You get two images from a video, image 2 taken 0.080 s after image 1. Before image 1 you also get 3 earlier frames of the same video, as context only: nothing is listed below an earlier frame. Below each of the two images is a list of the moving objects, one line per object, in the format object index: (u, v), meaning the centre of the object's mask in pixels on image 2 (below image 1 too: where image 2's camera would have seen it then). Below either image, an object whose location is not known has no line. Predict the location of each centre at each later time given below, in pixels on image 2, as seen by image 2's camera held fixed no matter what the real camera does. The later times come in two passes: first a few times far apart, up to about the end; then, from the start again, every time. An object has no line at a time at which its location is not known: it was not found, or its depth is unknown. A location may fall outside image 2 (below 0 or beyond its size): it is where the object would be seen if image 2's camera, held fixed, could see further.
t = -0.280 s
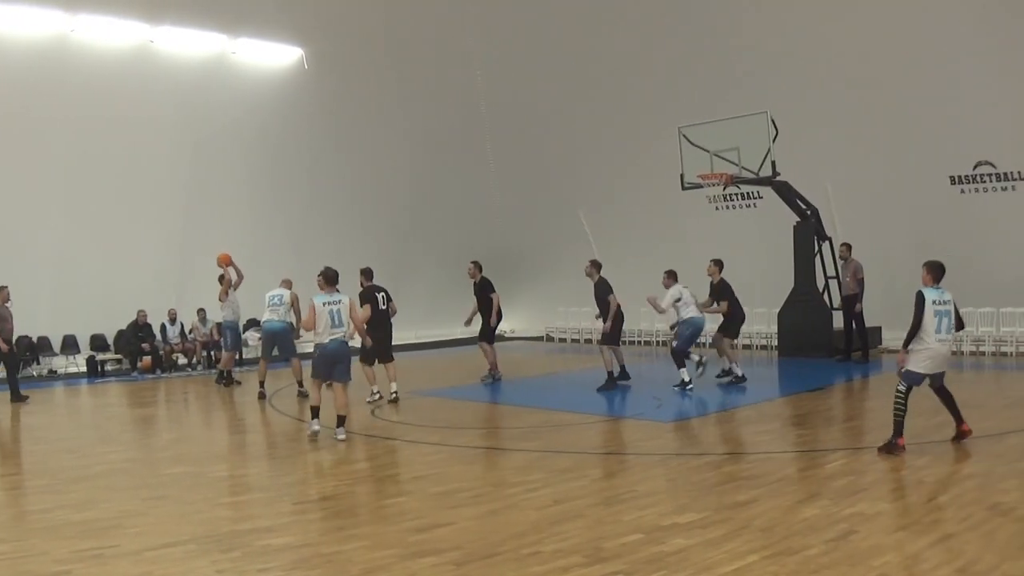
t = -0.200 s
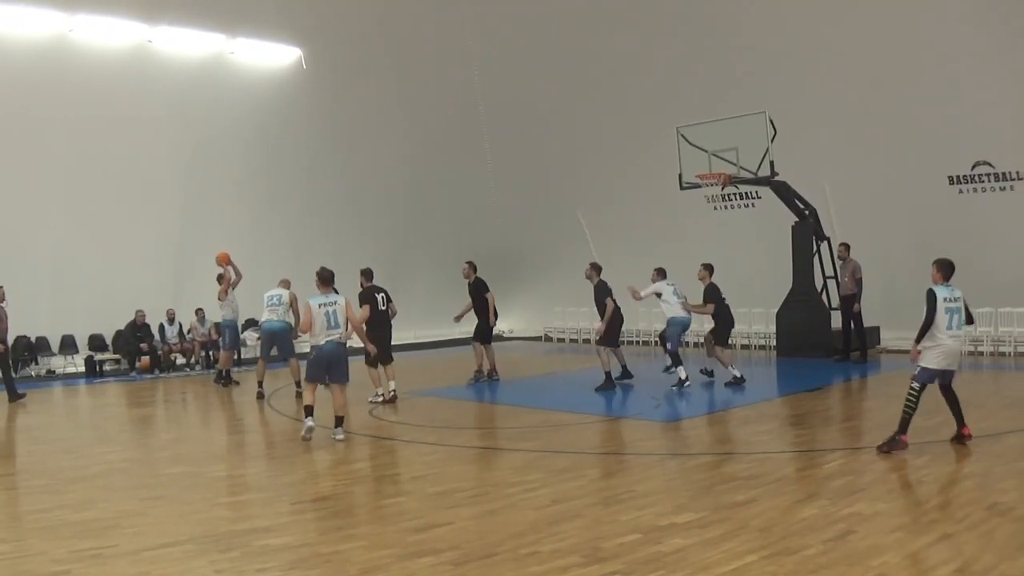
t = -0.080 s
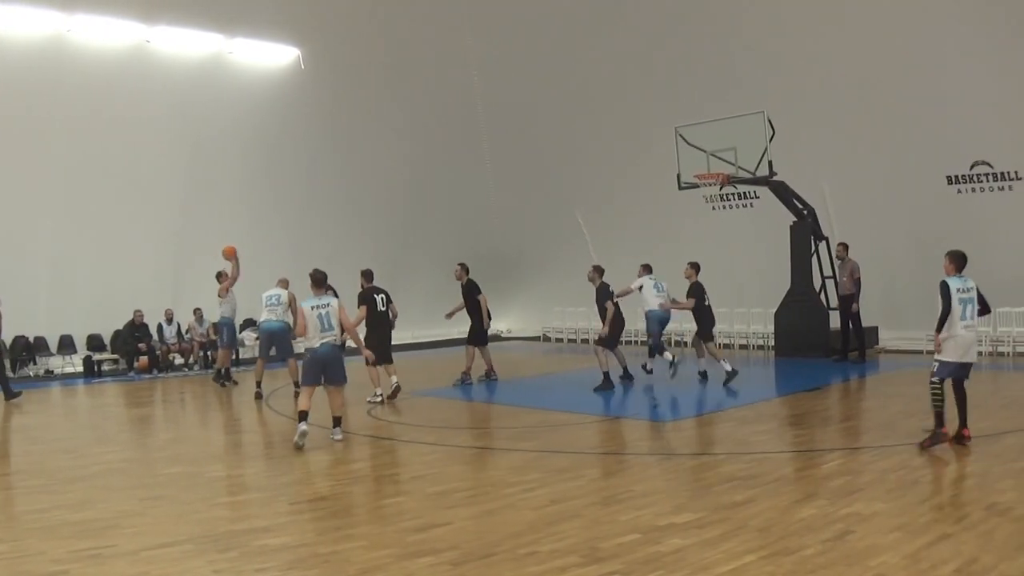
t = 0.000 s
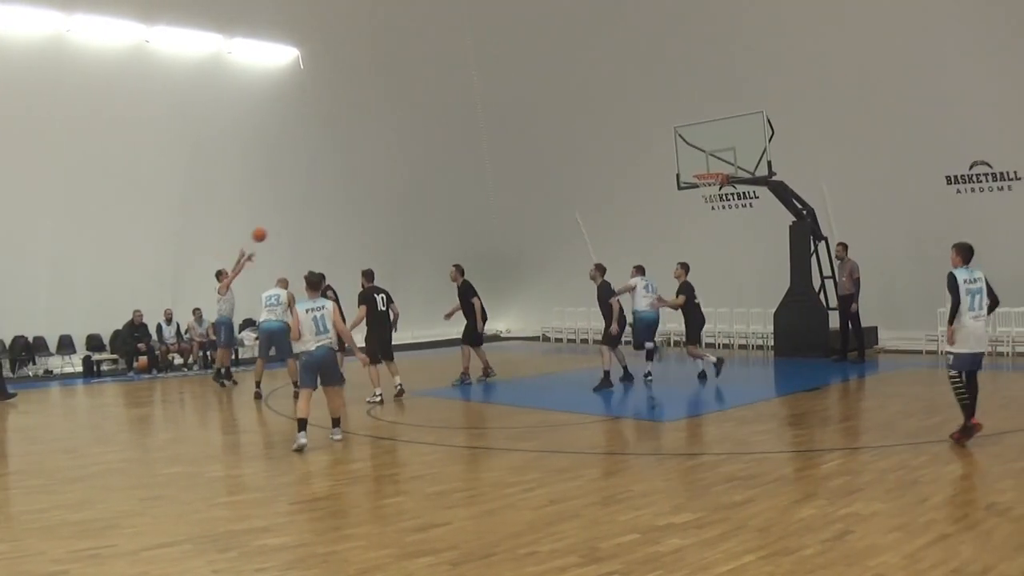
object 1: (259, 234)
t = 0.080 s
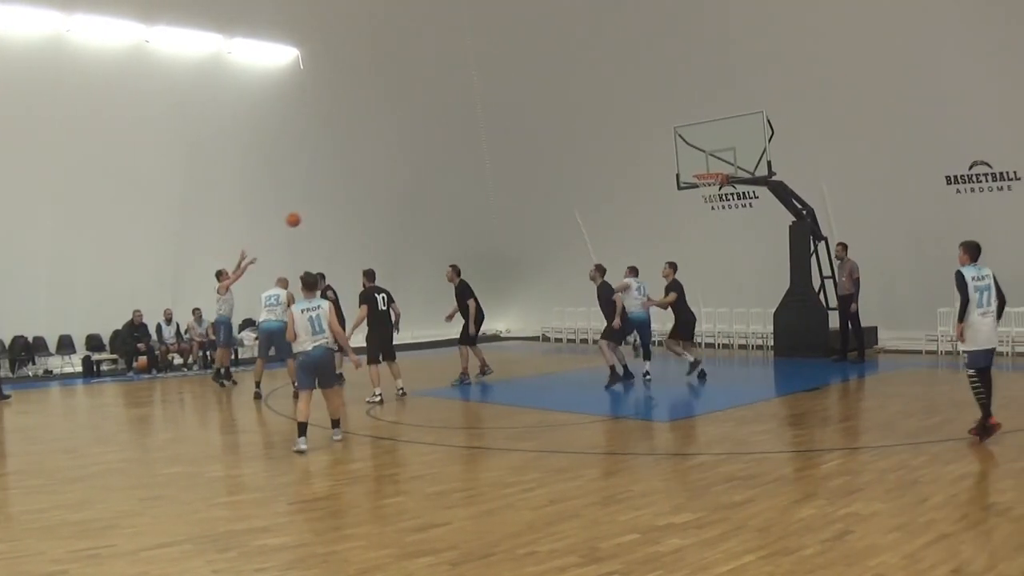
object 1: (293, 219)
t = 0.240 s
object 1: (361, 201)
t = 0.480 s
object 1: (458, 203)
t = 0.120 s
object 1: (310, 213)
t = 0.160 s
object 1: (327, 208)
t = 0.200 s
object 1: (344, 204)
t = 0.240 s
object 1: (361, 201)
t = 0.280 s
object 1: (377, 199)
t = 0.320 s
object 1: (394, 198)
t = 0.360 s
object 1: (410, 198)
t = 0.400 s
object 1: (426, 199)
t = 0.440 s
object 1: (442, 200)
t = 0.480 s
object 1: (458, 203)
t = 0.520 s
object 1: (473, 207)
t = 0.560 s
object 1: (489, 212)
